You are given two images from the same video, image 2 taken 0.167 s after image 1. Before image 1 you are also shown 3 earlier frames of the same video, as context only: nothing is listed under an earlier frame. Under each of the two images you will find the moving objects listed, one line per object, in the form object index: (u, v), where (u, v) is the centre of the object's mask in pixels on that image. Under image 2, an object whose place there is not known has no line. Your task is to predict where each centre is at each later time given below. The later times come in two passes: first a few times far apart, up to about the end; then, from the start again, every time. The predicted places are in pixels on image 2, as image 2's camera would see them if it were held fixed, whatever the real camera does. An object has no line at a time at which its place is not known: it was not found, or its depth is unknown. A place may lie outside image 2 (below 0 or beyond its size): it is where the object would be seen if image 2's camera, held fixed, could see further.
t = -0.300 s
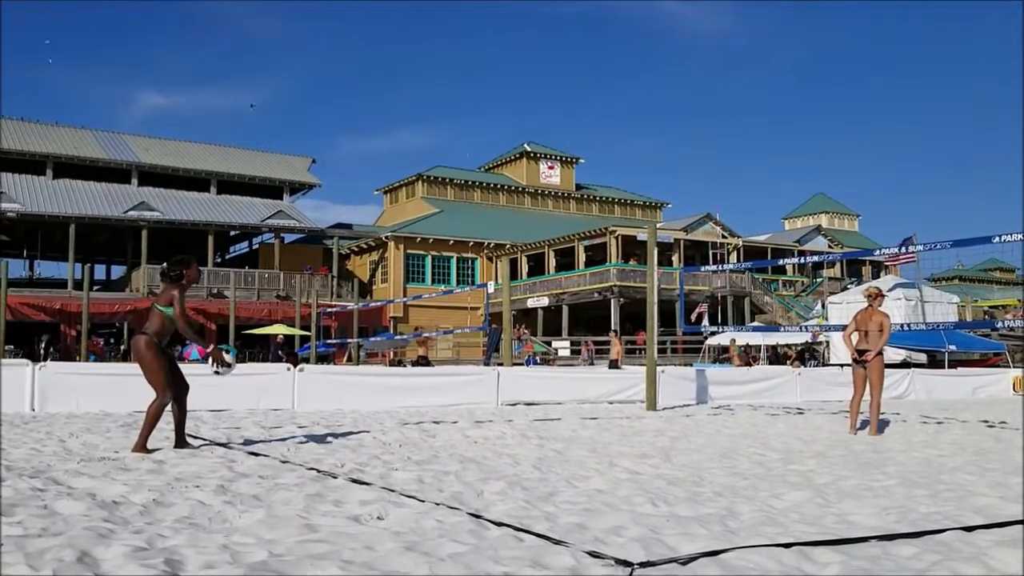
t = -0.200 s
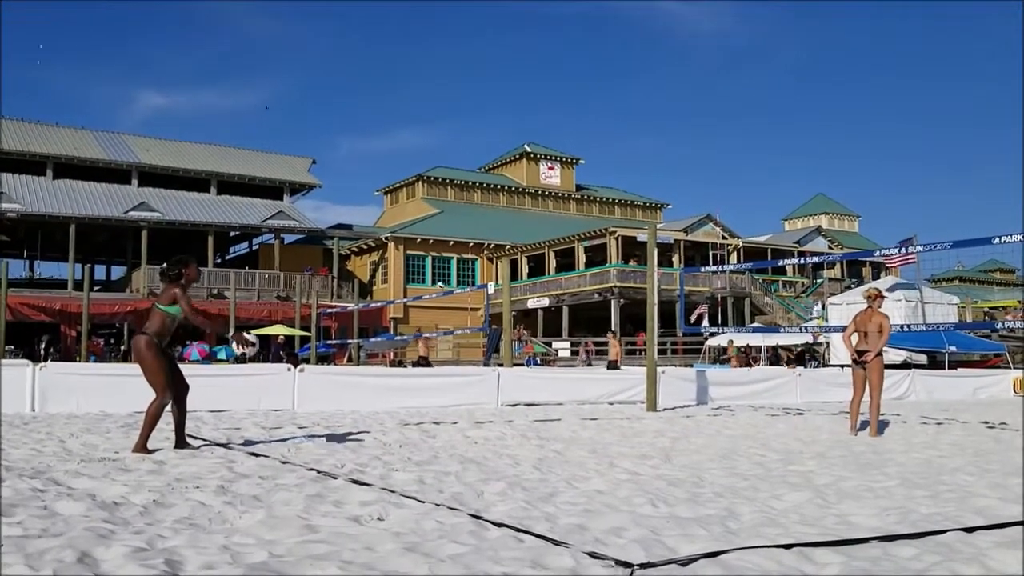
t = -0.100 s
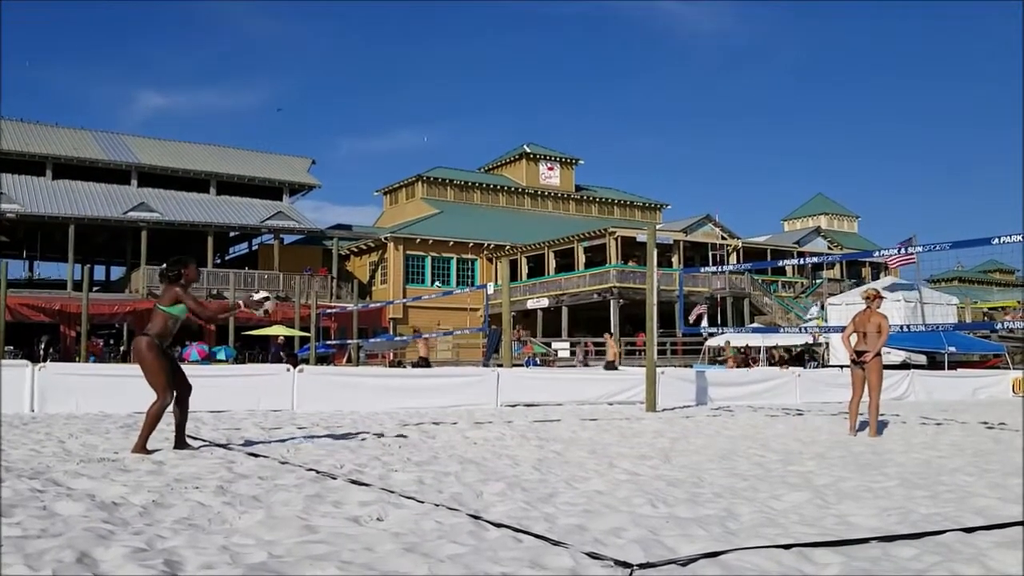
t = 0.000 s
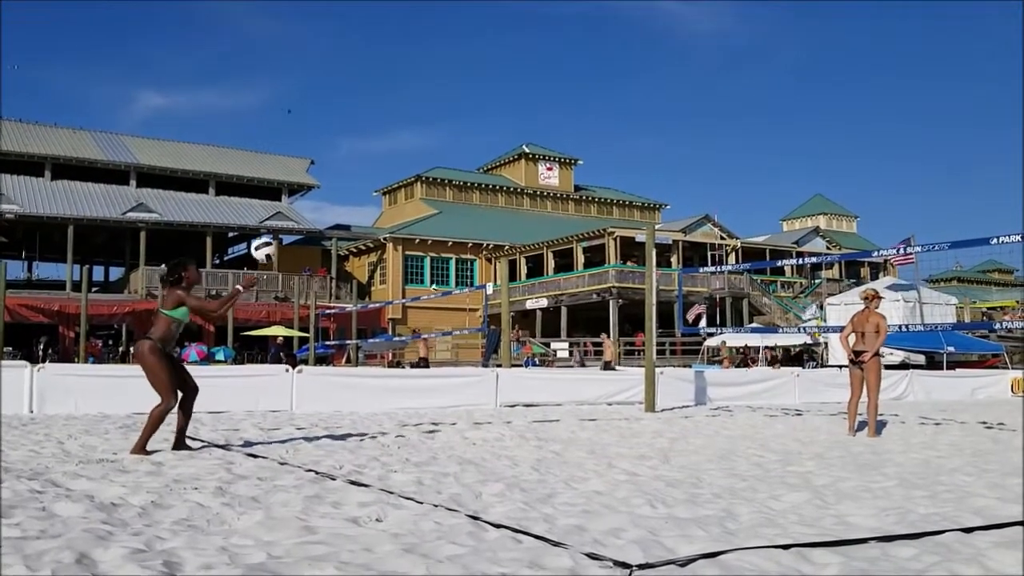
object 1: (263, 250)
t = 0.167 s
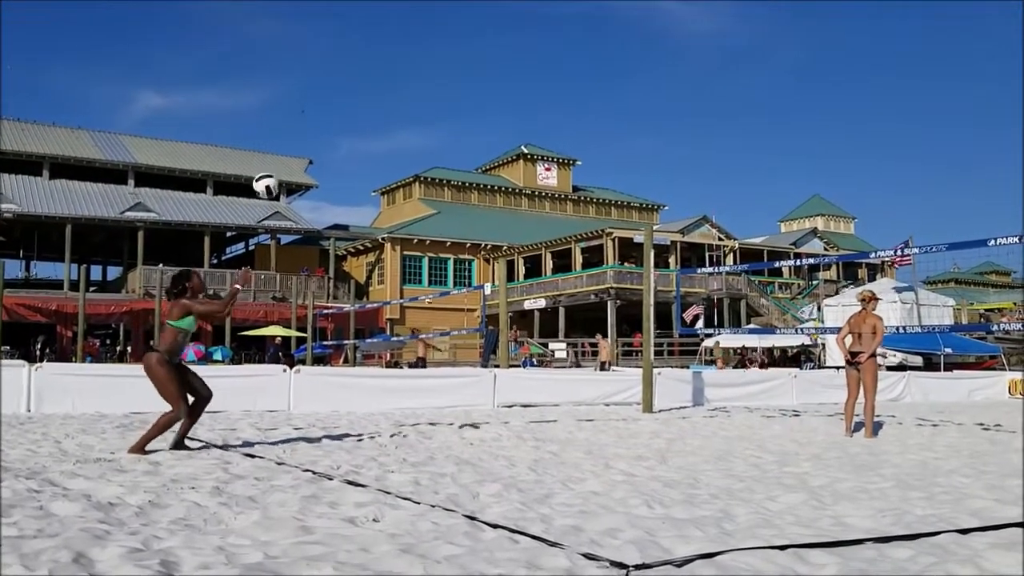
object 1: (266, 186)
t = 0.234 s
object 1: (266, 168)
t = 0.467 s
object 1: (266, 145)
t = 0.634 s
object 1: (263, 167)
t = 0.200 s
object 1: (266, 177)
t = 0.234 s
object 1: (266, 168)
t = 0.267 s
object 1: (267, 161)
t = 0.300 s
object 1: (267, 156)
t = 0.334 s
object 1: (267, 151)
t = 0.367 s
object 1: (267, 148)
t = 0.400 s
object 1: (266, 146)
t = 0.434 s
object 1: (266, 145)
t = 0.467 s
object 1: (266, 145)
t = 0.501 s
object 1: (265, 147)
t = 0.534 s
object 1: (265, 149)
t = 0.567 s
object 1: (264, 154)
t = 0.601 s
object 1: (263, 158)
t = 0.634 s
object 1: (263, 167)
